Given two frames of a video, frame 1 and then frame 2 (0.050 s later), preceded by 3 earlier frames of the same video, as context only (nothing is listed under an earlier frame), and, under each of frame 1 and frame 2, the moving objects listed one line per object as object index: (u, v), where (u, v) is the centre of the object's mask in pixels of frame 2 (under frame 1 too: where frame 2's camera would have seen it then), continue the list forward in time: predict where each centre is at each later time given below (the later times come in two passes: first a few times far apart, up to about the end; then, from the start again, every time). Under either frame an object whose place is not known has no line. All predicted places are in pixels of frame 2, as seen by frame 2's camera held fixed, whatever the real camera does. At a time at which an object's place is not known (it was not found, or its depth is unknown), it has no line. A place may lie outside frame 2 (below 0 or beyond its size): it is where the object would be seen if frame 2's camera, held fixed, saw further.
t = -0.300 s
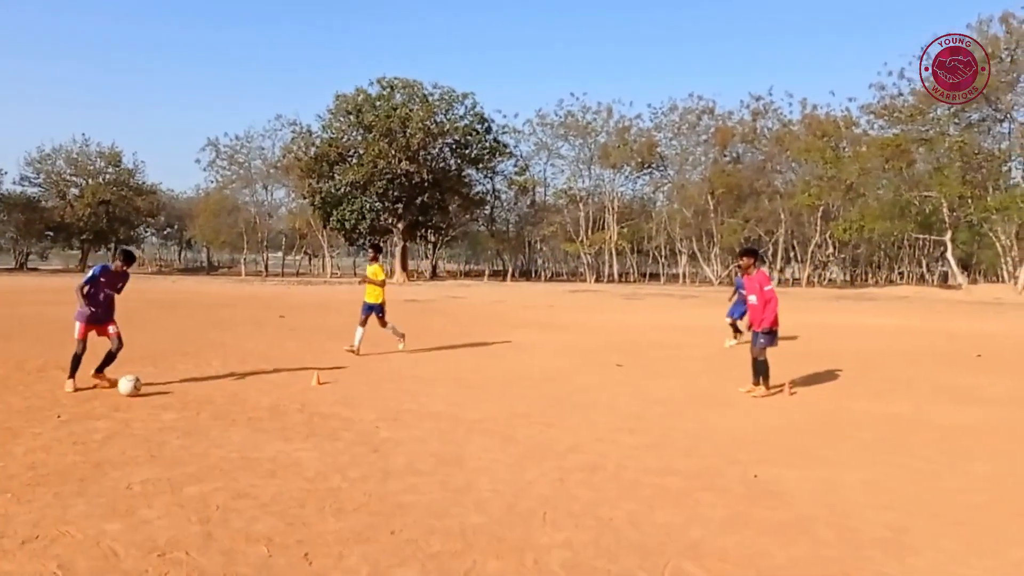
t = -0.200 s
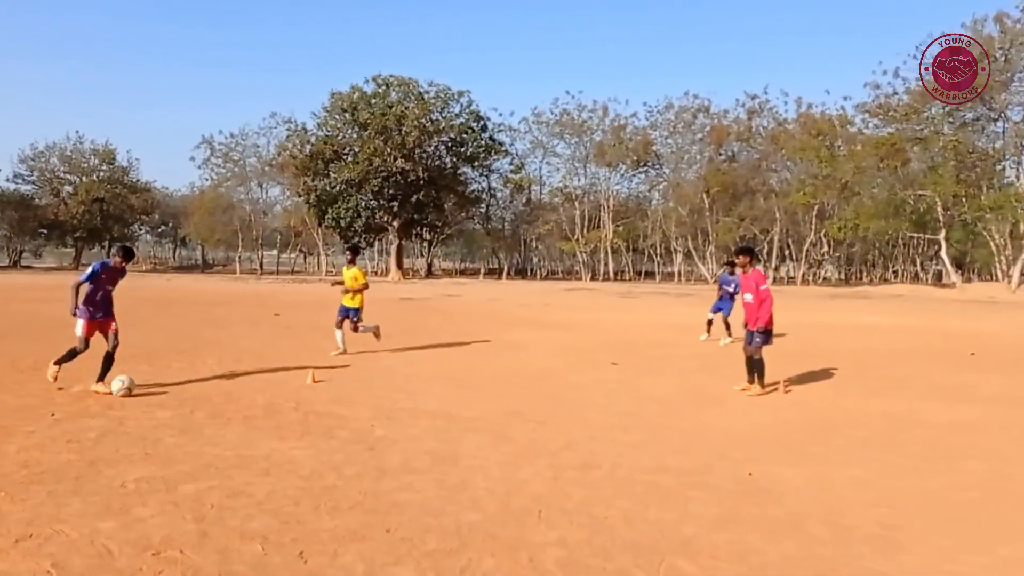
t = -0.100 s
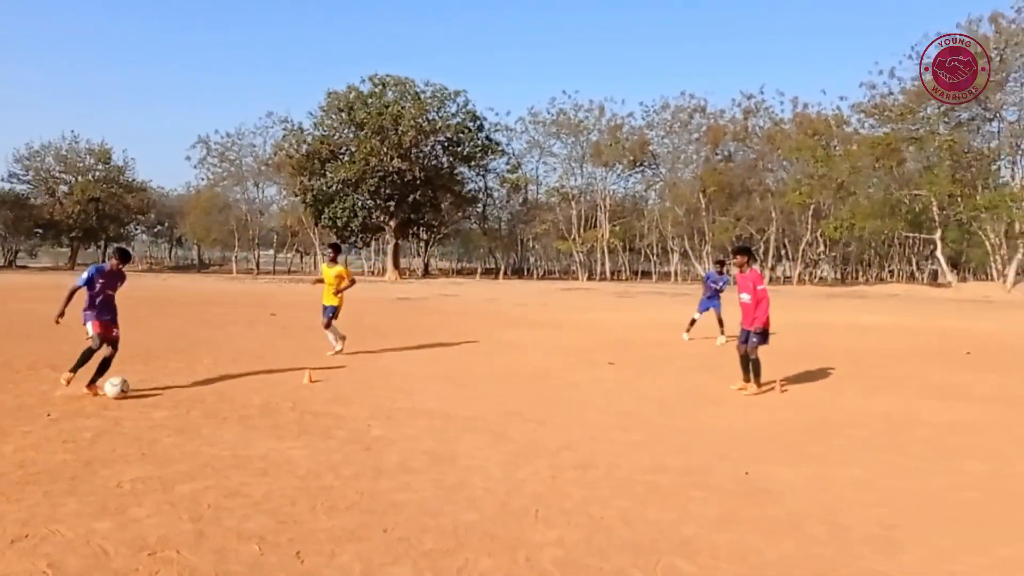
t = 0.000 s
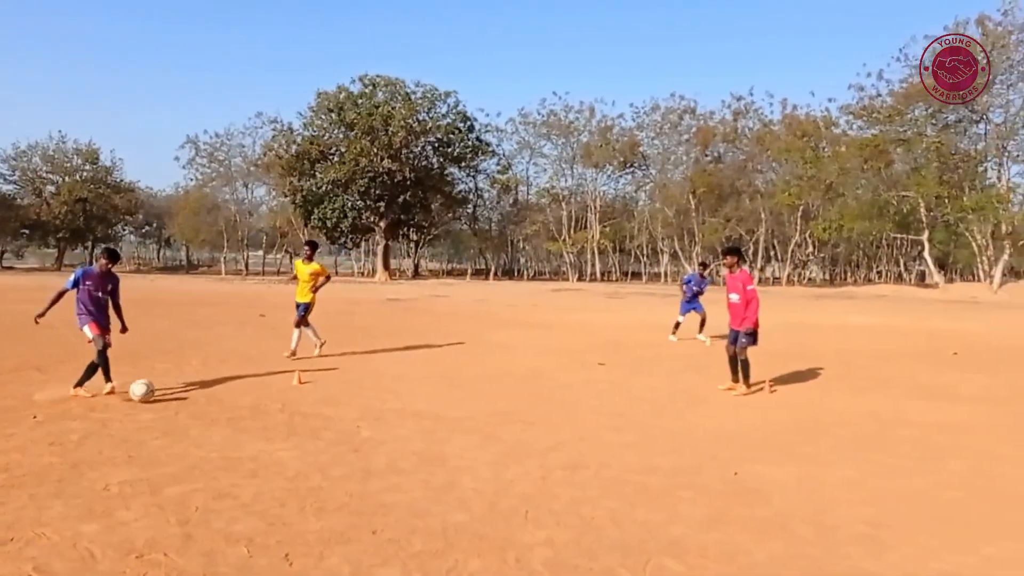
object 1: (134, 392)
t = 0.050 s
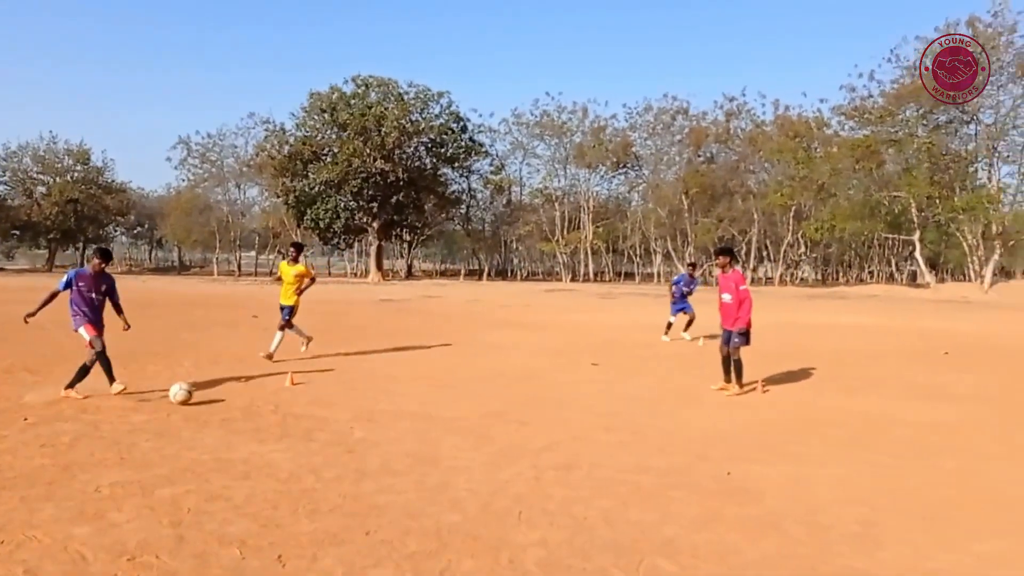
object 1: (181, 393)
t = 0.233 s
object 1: (335, 395)
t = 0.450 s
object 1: (480, 394)
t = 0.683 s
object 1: (612, 389)
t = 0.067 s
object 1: (197, 394)
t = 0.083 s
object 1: (212, 395)
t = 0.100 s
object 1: (226, 395)
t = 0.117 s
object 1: (240, 394)
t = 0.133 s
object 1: (254, 393)
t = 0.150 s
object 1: (267, 392)
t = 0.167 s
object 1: (281, 391)
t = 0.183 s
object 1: (295, 392)
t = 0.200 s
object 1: (308, 393)
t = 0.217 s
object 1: (321, 394)
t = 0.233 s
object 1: (335, 395)
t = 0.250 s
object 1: (347, 395)
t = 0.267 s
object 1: (358, 394)
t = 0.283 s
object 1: (369, 392)
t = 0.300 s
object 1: (380, 390)
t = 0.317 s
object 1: (392, 389)
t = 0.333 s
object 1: (403, 389)
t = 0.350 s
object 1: (414, 388)
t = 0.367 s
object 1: (425, 389)
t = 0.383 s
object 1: (437, 389)
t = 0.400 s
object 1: (448, 390)
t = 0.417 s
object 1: (459, 391)
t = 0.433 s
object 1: (469, 392)
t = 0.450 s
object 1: (480, 394)
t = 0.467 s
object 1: (491, 395)
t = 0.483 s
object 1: (502, 396)
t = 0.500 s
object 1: (512, 396)
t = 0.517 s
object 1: (522, 395)
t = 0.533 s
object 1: (531, 393)
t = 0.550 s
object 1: (540, 392)
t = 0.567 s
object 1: (549, 390)
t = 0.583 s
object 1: (558, 389)
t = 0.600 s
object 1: (567, 388)
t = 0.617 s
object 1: (576, 387)
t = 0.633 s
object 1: (585, 387)
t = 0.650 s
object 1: (595, 387)
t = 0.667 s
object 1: (603, 388)
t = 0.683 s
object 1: (612, 389)
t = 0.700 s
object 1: (620, 389)
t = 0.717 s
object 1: (629, 390)
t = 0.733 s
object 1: (638, 391)
